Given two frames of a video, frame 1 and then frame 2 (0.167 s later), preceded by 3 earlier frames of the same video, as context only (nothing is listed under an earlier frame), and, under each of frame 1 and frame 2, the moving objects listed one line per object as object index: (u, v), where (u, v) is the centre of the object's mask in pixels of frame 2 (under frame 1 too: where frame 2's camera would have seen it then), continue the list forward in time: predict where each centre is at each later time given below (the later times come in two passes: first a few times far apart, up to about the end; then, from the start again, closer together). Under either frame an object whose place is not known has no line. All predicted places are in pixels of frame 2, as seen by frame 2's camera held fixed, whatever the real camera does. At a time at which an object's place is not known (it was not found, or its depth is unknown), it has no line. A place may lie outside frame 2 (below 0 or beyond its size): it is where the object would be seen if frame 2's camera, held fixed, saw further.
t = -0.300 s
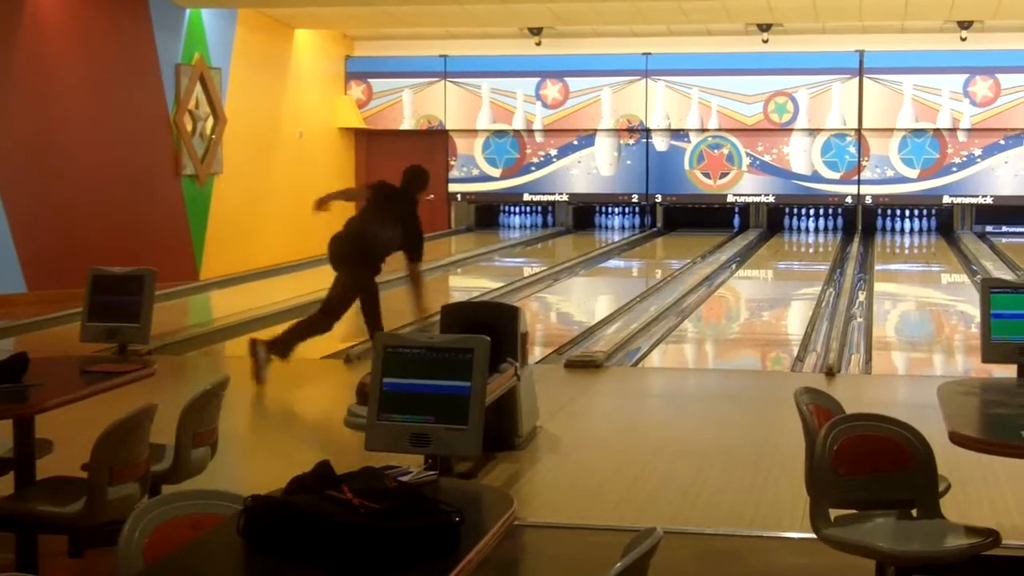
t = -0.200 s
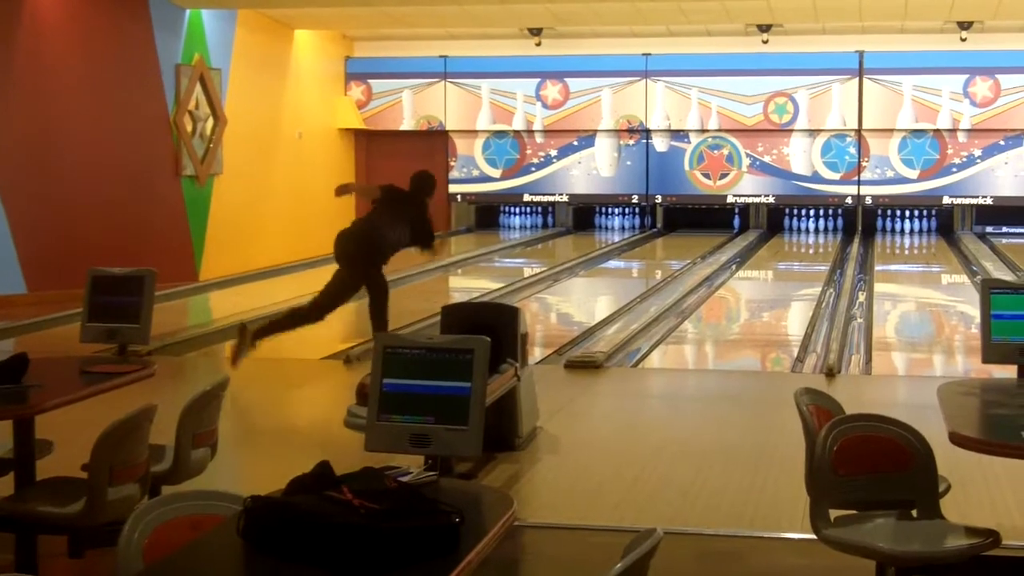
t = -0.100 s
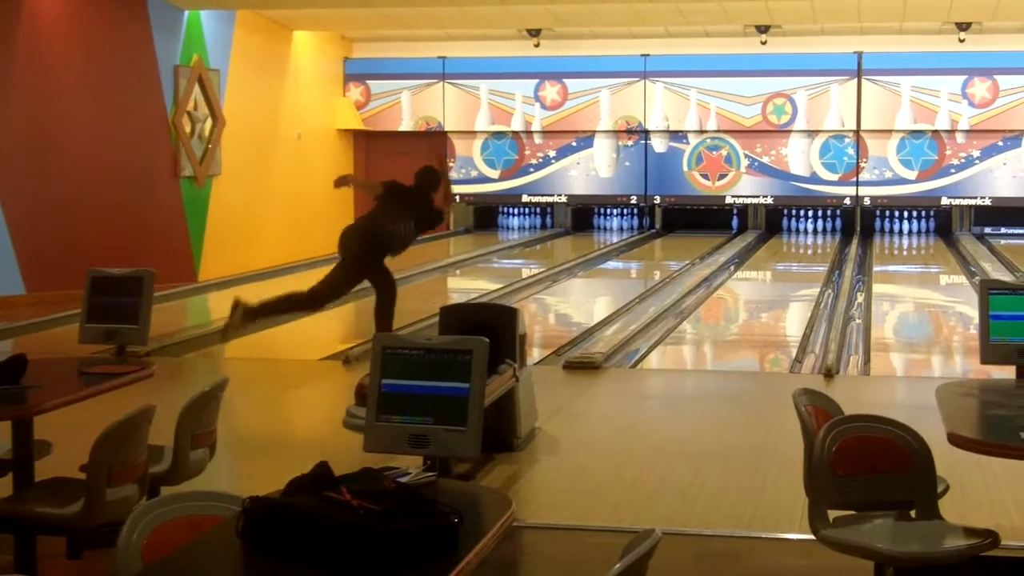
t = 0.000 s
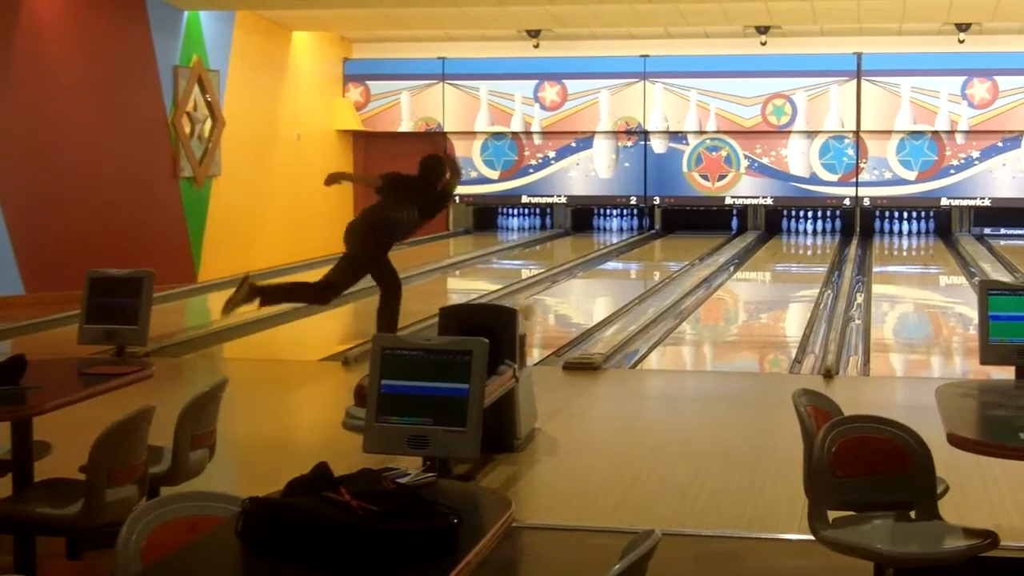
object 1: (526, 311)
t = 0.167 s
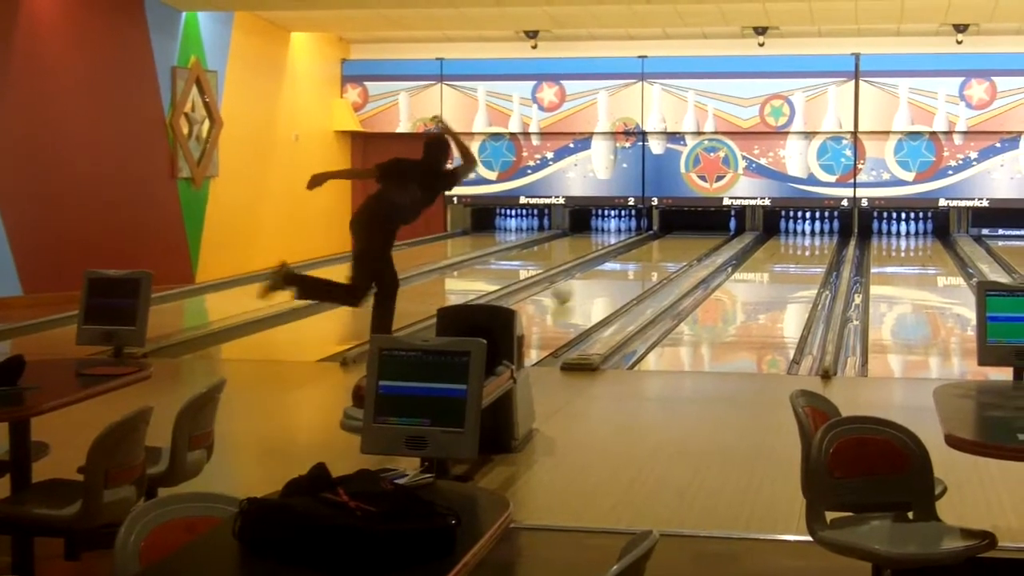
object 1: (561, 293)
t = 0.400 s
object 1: (607, 277)
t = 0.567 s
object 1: (634, 264)
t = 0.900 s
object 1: (675, 247)
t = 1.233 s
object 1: (704, 236)
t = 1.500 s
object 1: (722, 228)
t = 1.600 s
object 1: (726, 226)
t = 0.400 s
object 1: (607, 277)
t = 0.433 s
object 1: (614, 273)
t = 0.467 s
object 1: (619, 270)
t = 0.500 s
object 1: (624, 268)
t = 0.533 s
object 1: (631, 266)
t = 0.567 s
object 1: (634, 264)
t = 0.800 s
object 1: (663, 251)
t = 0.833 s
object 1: (667, 250)
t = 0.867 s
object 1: (671, 249)
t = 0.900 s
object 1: (675, 247)
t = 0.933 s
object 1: (678, 246)
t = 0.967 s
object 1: (681, 245)
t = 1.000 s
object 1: (684, 244)
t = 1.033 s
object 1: (687, 242)
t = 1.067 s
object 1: (690, 241)
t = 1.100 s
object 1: (693, 240)
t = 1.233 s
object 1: (704, 236)
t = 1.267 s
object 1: (706, 234)
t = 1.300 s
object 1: (709, 234)
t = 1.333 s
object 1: (711, 233)
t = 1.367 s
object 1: (713, 232)
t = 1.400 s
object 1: (715, 231)
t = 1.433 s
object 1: (717, 230)
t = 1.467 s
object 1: (719, 229)
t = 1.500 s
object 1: (722, 228)
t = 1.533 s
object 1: (722, 227)
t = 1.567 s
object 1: (724, 226)
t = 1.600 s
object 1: (726, 226)
